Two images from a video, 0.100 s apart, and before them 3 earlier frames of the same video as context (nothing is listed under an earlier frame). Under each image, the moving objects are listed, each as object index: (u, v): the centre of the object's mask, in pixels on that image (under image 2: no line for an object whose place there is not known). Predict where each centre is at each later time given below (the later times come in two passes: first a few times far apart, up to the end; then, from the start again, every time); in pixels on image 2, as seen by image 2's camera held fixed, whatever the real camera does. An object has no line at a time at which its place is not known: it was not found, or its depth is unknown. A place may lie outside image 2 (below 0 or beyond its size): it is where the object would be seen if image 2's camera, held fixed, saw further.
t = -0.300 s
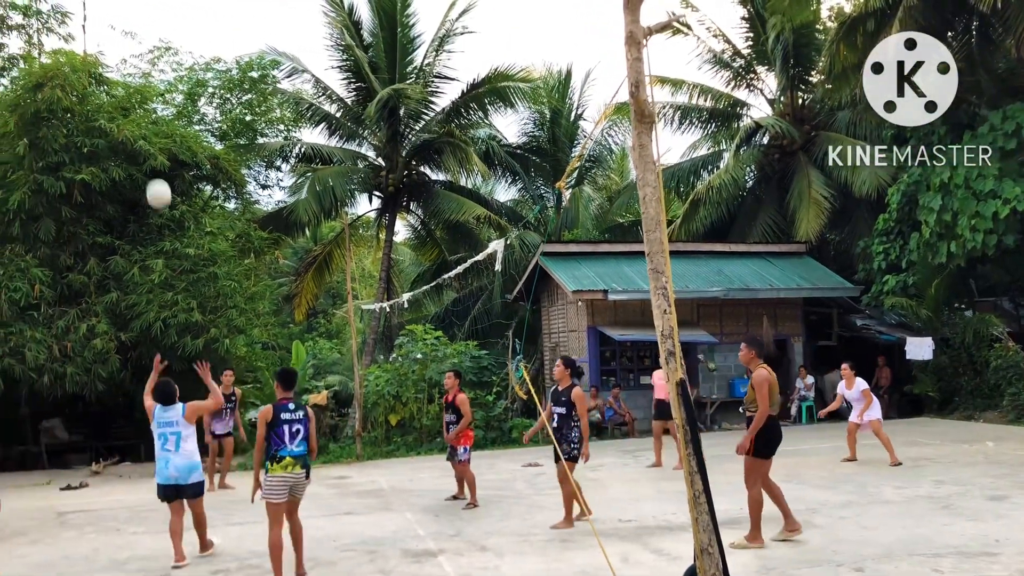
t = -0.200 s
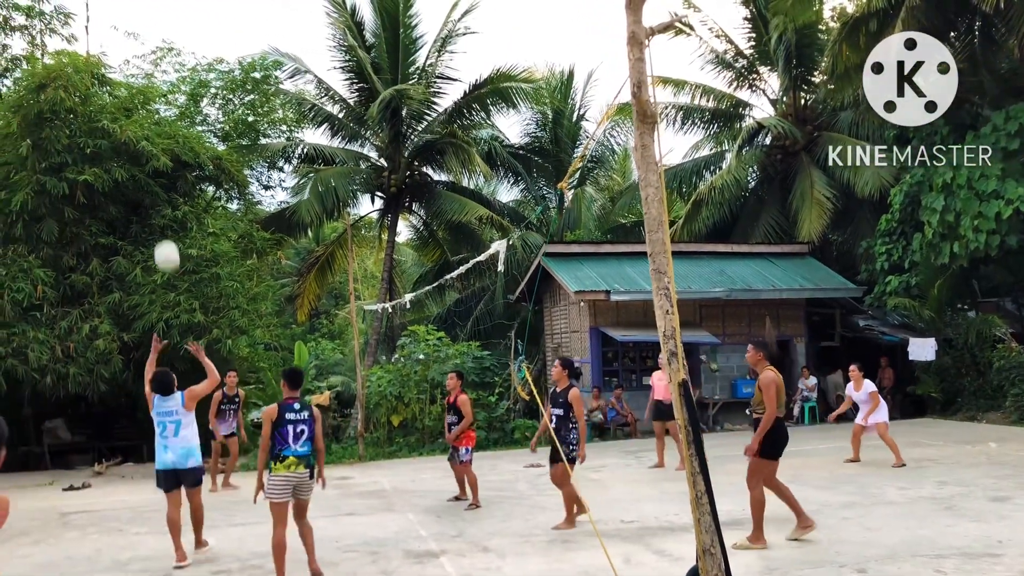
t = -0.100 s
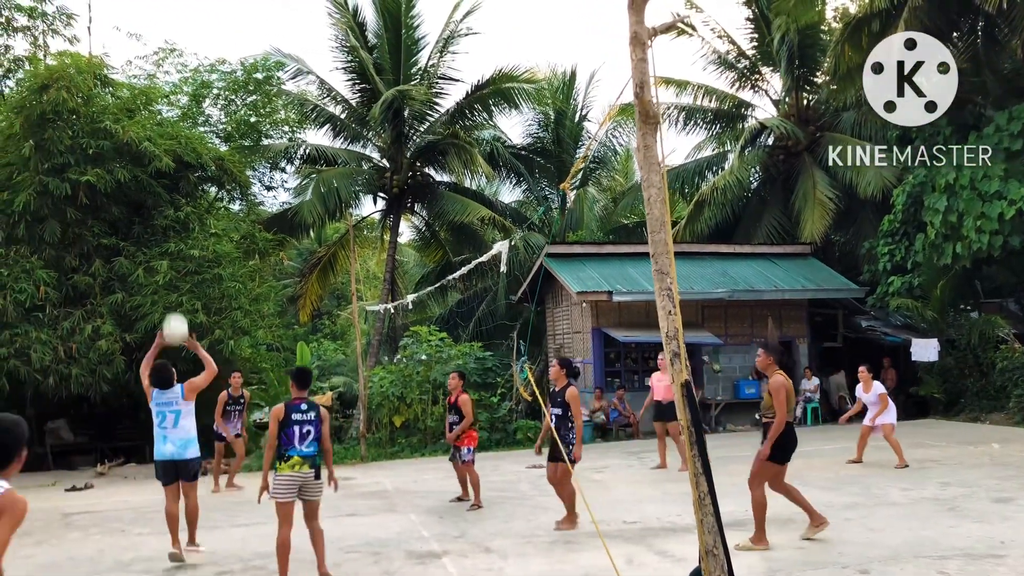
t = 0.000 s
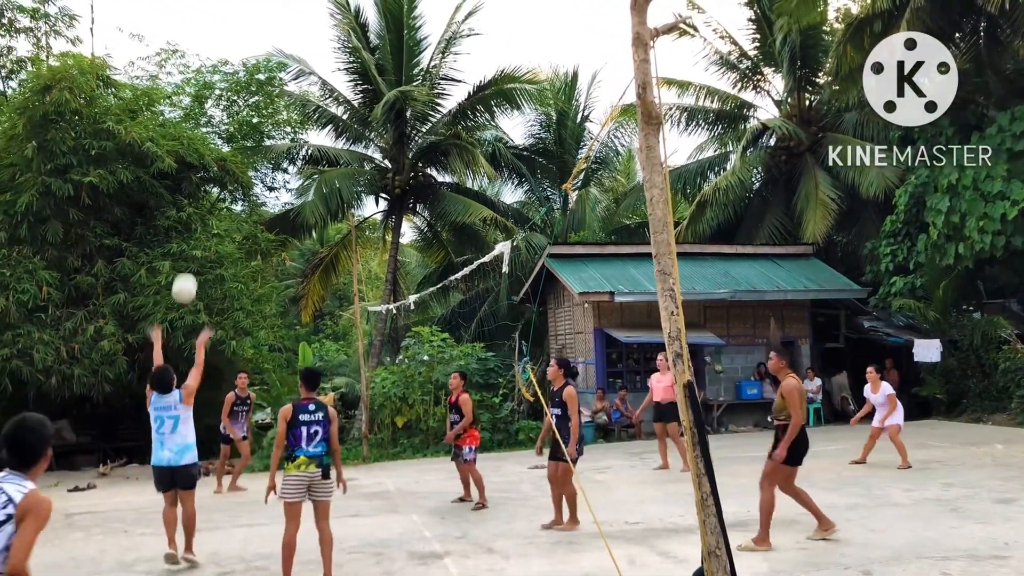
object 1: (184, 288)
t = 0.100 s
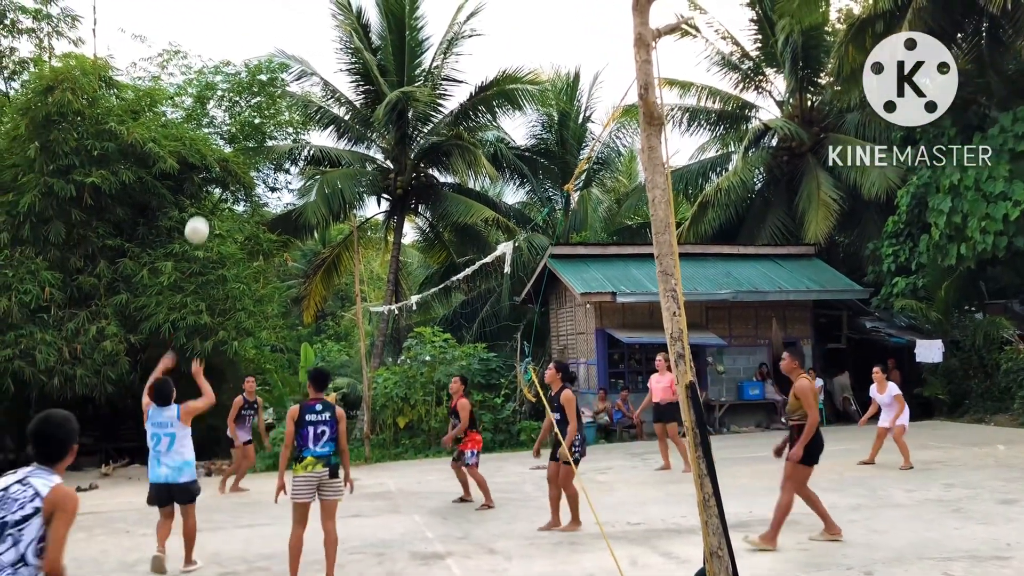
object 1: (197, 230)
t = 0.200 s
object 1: (206, 186)
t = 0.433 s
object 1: (224, 132)
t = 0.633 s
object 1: (236, 128)
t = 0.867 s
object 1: (251, 168)
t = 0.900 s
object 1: (253, 177)
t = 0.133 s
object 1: (200, 214)
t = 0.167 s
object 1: (203, 199)
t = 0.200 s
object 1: (206, 186)
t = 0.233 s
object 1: (208, 174)
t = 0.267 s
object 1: (211, 165)
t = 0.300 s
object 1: (213, 155)
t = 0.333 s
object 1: (216, 148)
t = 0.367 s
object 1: (219, 141)
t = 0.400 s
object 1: (221, 135)
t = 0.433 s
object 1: (224, 132)
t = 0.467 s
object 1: (226, 128)
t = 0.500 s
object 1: (228, 126)
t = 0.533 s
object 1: (230, 126)
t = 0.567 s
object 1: (232, 125)
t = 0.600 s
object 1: (234, 126)
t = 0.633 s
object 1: (236, 128)
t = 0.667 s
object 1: (239, 131)
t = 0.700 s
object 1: (241, 135)
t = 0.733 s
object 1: (243, 140)
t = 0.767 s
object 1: (245, 146)
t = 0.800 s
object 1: (247, 152)
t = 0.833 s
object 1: (249, 159)
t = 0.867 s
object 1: (251, 168)
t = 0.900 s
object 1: (253, 177)
